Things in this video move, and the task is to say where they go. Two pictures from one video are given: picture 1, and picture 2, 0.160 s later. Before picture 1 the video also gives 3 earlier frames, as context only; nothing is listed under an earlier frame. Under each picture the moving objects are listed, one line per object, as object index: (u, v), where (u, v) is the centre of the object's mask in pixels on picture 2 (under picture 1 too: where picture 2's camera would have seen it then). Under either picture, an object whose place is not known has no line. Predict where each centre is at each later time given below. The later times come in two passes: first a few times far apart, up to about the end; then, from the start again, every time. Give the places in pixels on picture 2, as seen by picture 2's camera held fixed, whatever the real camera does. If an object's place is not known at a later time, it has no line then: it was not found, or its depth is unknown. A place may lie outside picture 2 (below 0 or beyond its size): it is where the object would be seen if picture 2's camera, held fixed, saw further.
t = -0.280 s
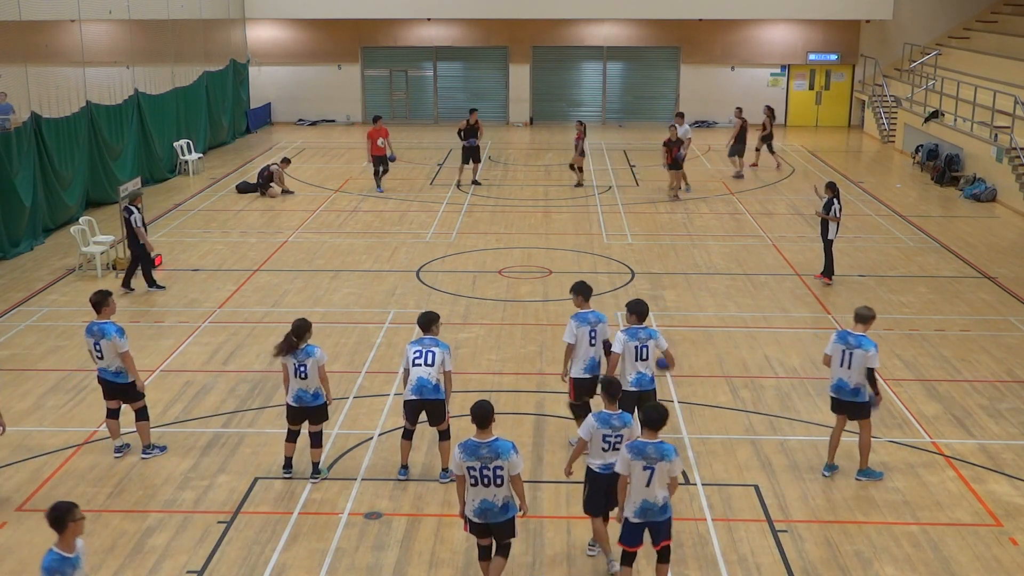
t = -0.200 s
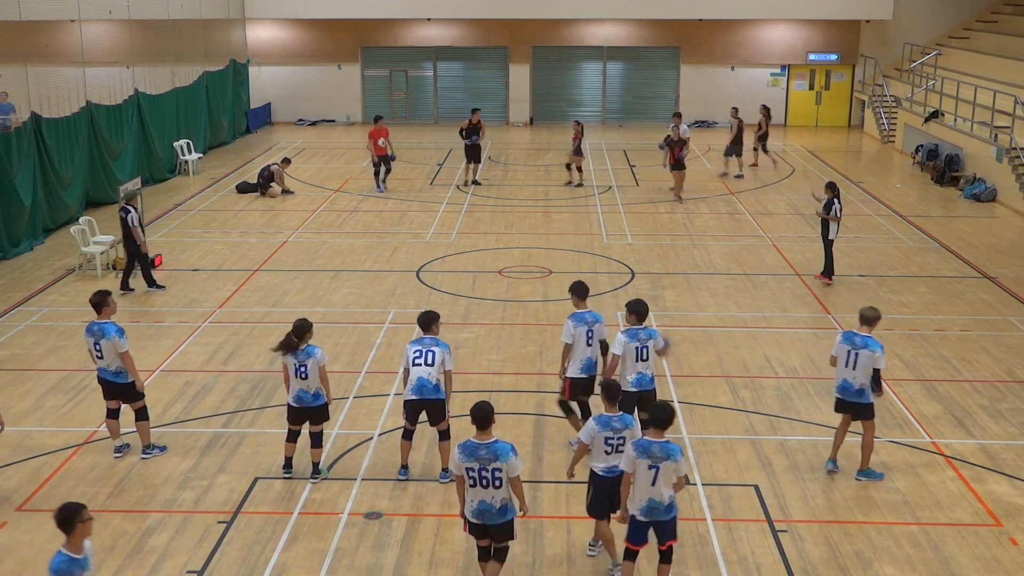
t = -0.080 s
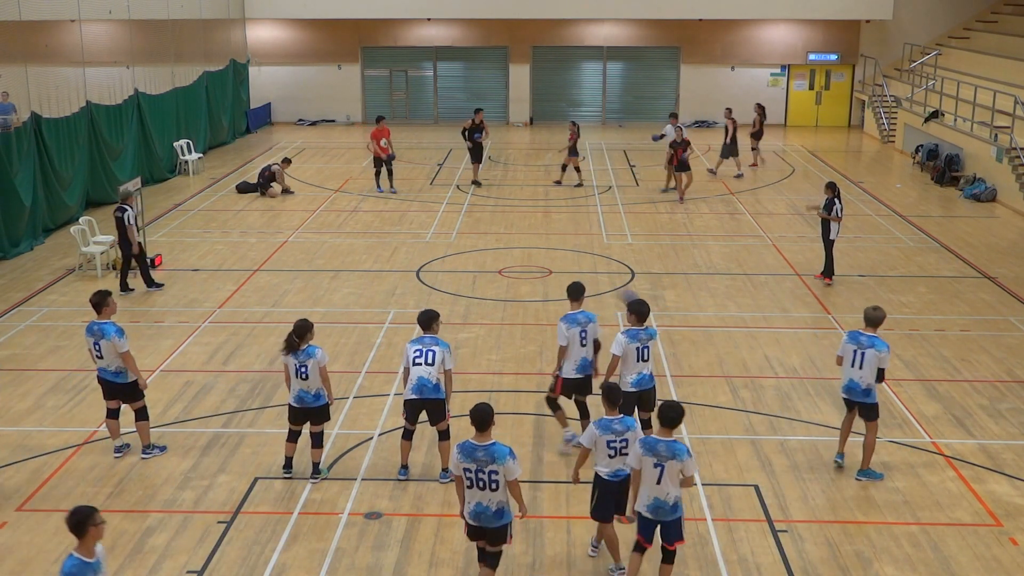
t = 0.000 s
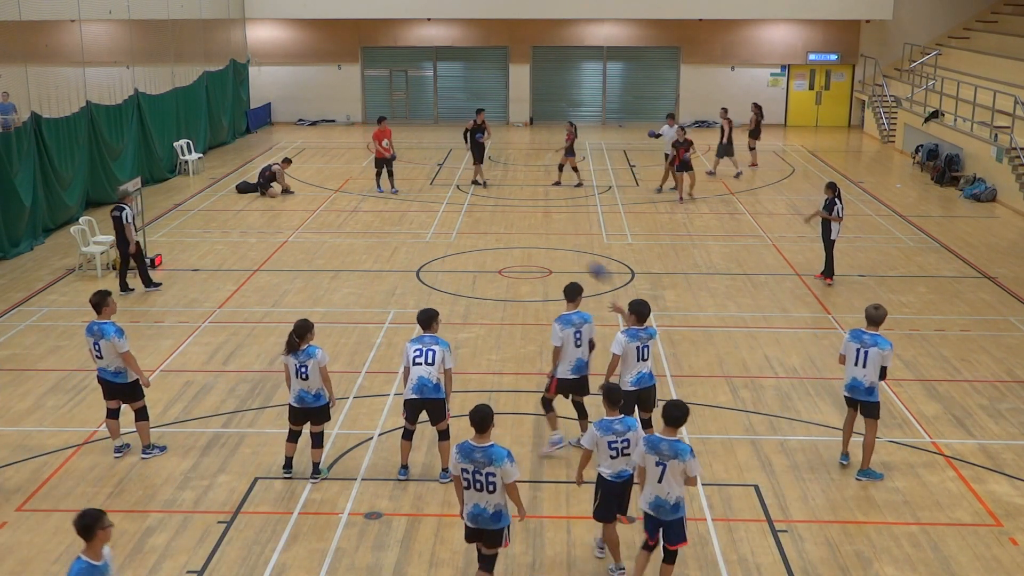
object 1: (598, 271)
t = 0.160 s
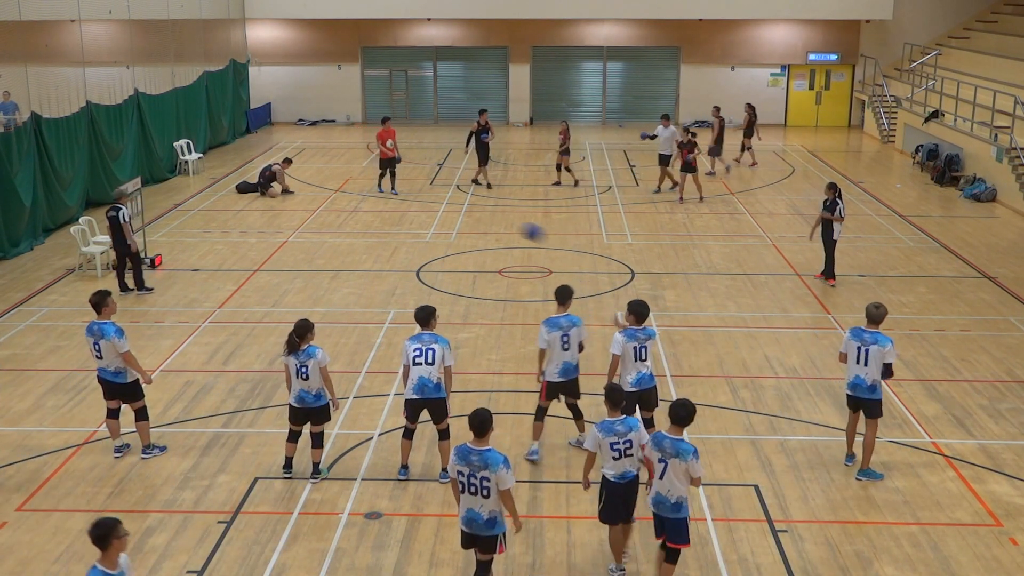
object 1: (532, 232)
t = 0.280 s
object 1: (482, 218)
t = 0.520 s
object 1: (379, 230)
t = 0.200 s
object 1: (515, 225)
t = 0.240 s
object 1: (499, 221)
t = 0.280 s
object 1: (482, 218)
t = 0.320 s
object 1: (466, 215)
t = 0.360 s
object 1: (448, 215)
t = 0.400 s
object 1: (430, 217)
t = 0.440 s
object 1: (412, 220)
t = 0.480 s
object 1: (397, 223)
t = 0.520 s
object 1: (379, 230)
